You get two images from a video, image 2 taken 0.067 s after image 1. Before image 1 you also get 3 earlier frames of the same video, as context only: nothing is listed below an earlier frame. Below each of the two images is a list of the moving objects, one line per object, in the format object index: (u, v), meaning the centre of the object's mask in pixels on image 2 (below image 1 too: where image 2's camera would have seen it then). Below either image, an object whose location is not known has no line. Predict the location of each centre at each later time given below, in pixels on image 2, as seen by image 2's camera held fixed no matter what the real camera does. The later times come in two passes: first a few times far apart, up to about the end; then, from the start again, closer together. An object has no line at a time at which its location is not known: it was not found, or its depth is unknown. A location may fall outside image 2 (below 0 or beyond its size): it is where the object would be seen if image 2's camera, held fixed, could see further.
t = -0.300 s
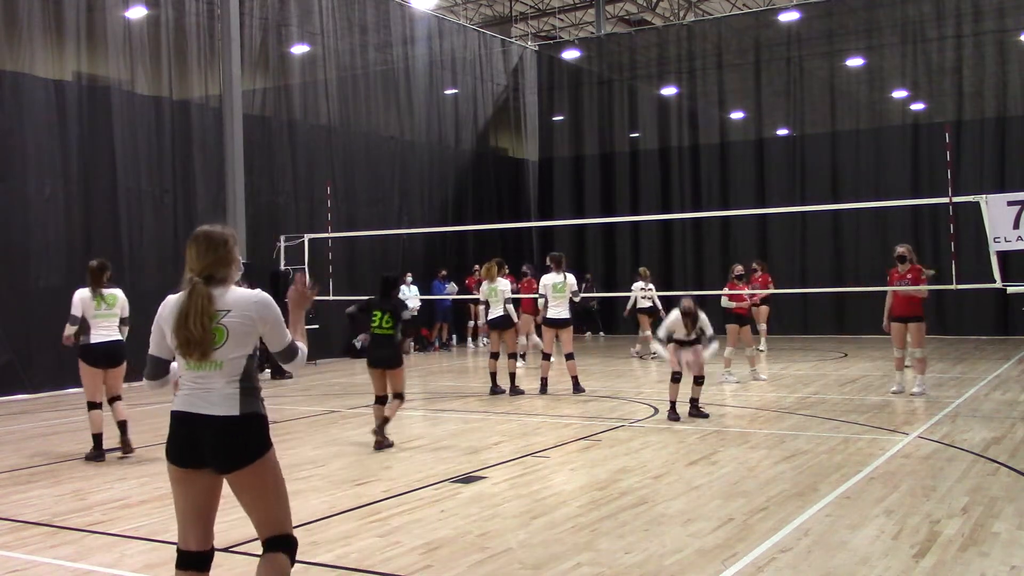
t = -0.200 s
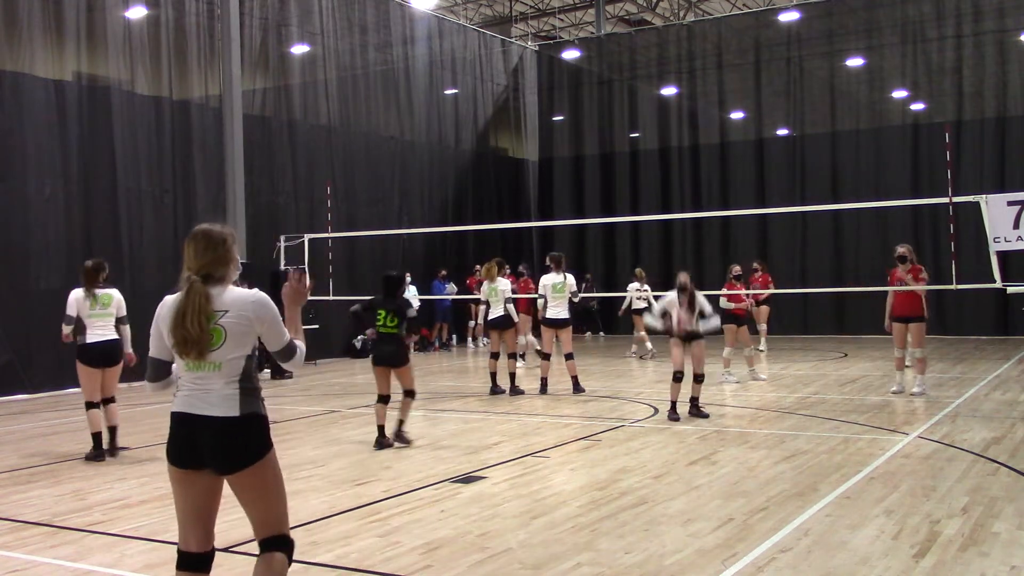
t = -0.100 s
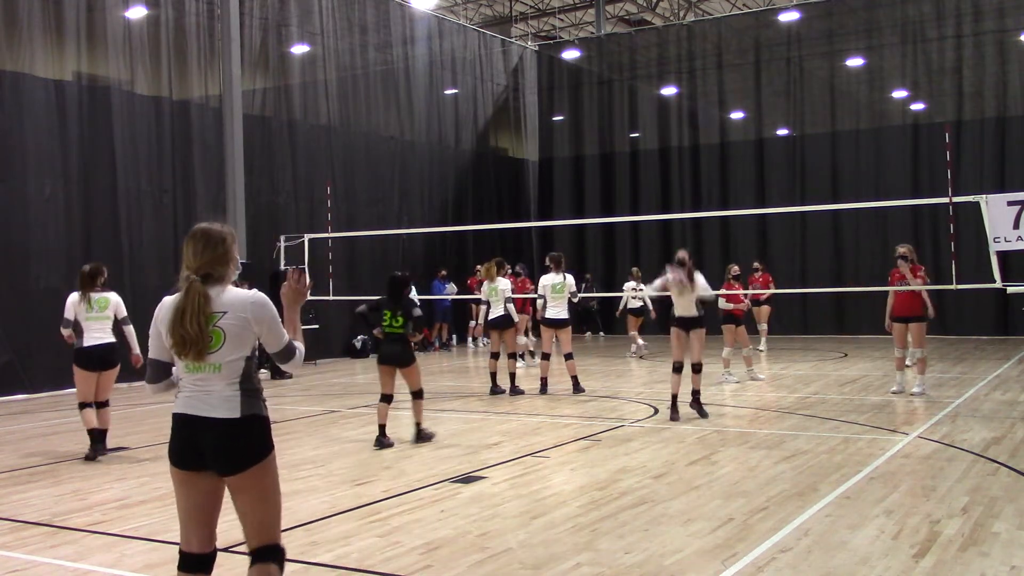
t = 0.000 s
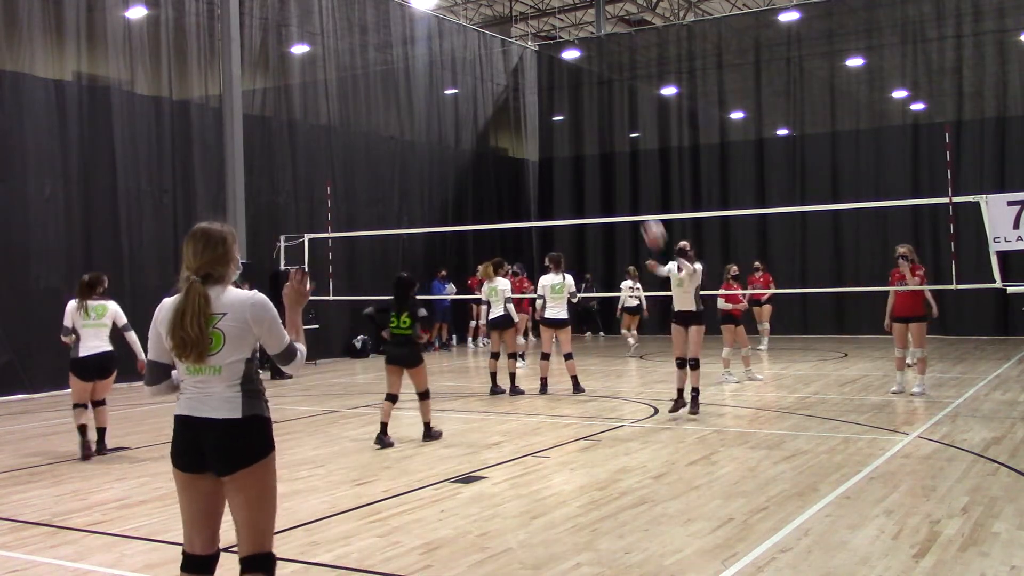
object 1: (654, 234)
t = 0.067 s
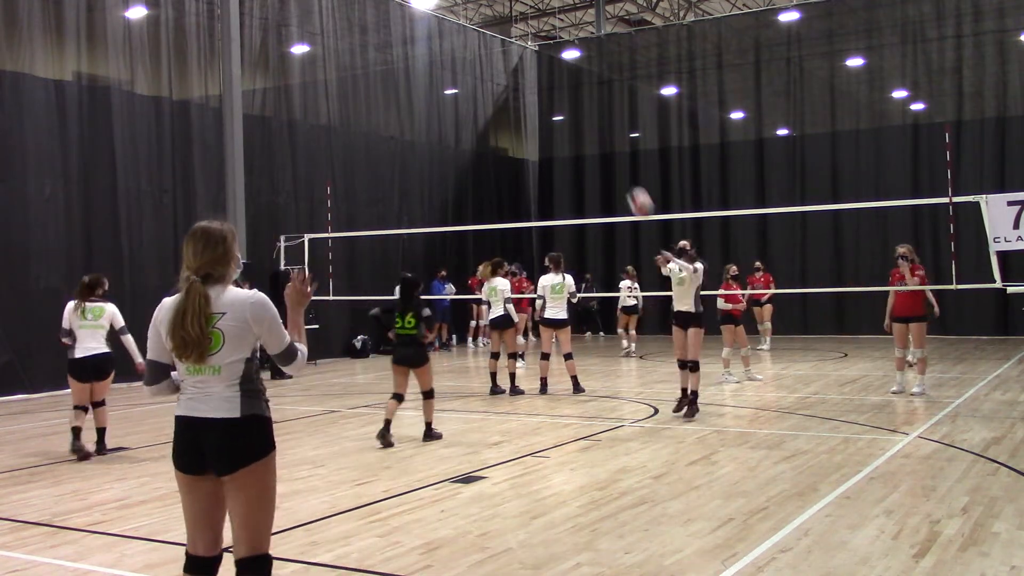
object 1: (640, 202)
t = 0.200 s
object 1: (608, 154)
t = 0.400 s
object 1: (549, 107)
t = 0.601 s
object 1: (474, 107)
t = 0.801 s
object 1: (368, 193)
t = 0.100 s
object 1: (633, 190)
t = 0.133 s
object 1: (625, 178)
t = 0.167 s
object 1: (617, 165)
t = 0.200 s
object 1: (608, 154)
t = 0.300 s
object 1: (580, 126)
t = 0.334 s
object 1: (570, 119)
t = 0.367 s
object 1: (560, 112)
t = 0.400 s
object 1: (549, 107)
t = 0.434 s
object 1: (537, 103)
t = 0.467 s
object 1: (526, 101)
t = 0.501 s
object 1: (512, 100)
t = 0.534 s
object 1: (501, 100)
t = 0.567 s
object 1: (488, 102)
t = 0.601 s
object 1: (474, 107)
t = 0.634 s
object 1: (458, 113)
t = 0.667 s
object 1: (441, 123)
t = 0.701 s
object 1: (424, 136)
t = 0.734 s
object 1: (406, 151)
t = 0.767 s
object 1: (388, 170)
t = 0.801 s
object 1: (368, 193)
